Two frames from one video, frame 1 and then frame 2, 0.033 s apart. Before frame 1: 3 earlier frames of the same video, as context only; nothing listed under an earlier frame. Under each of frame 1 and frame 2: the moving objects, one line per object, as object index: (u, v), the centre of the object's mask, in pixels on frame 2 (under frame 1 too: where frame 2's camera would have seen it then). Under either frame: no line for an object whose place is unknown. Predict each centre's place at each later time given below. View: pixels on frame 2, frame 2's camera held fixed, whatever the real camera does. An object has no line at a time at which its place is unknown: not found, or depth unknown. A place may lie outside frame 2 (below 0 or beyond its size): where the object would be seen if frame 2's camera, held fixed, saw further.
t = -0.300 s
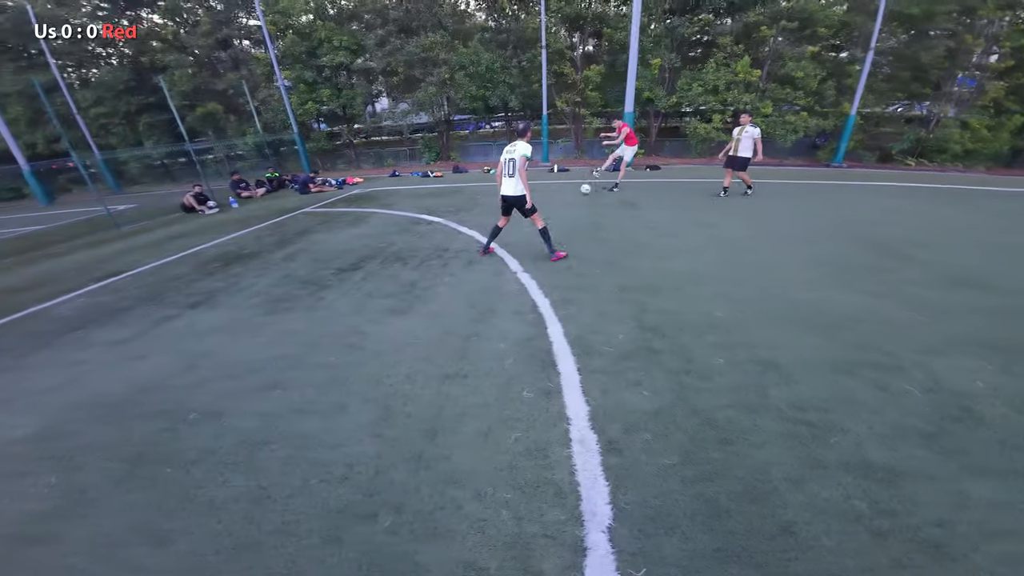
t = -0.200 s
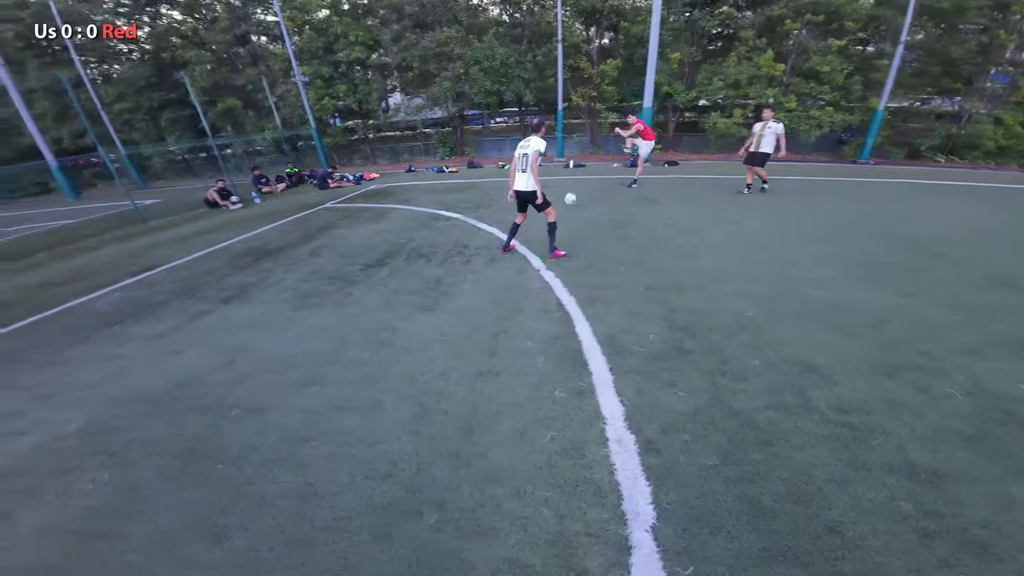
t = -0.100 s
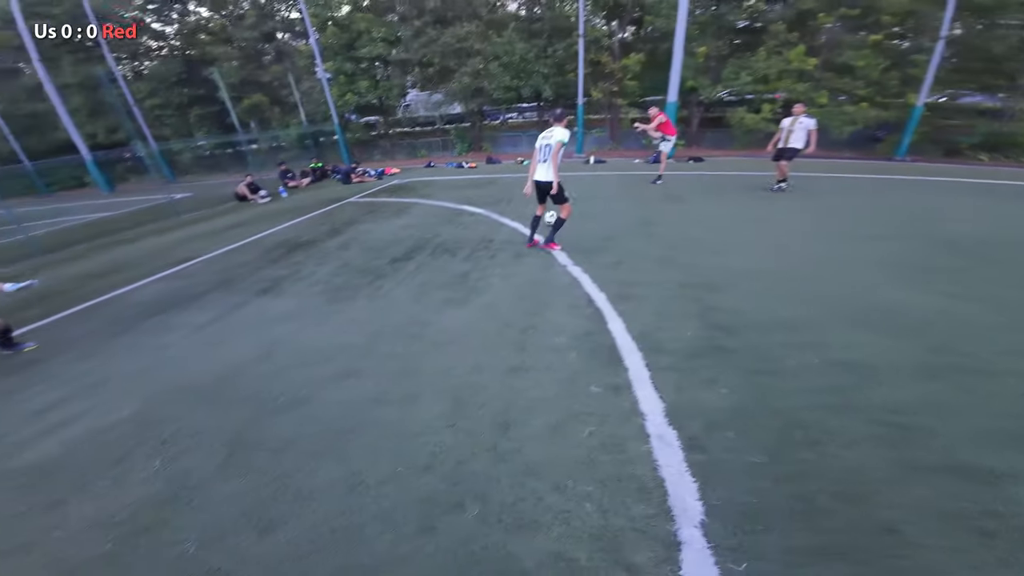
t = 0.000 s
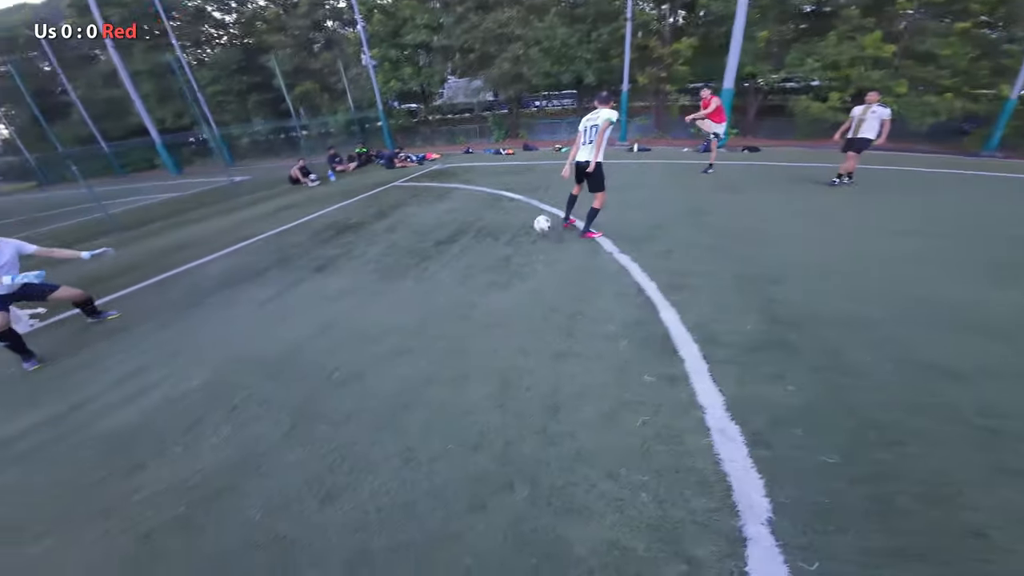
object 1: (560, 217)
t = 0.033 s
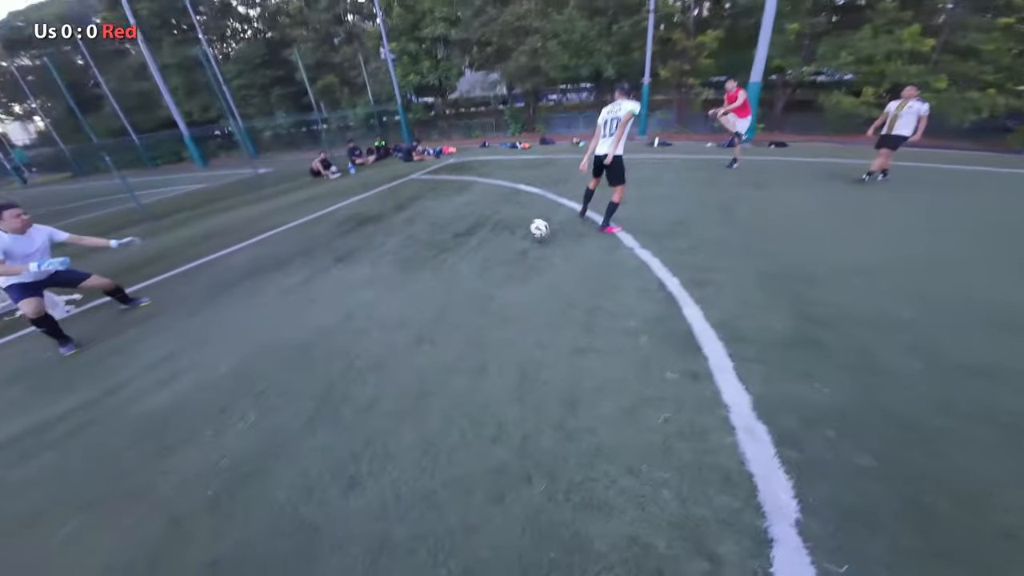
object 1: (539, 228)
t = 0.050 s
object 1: (527, 233)
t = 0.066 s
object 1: (515, 239)
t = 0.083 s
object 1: (501, 246)
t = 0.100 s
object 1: (487, 255)
